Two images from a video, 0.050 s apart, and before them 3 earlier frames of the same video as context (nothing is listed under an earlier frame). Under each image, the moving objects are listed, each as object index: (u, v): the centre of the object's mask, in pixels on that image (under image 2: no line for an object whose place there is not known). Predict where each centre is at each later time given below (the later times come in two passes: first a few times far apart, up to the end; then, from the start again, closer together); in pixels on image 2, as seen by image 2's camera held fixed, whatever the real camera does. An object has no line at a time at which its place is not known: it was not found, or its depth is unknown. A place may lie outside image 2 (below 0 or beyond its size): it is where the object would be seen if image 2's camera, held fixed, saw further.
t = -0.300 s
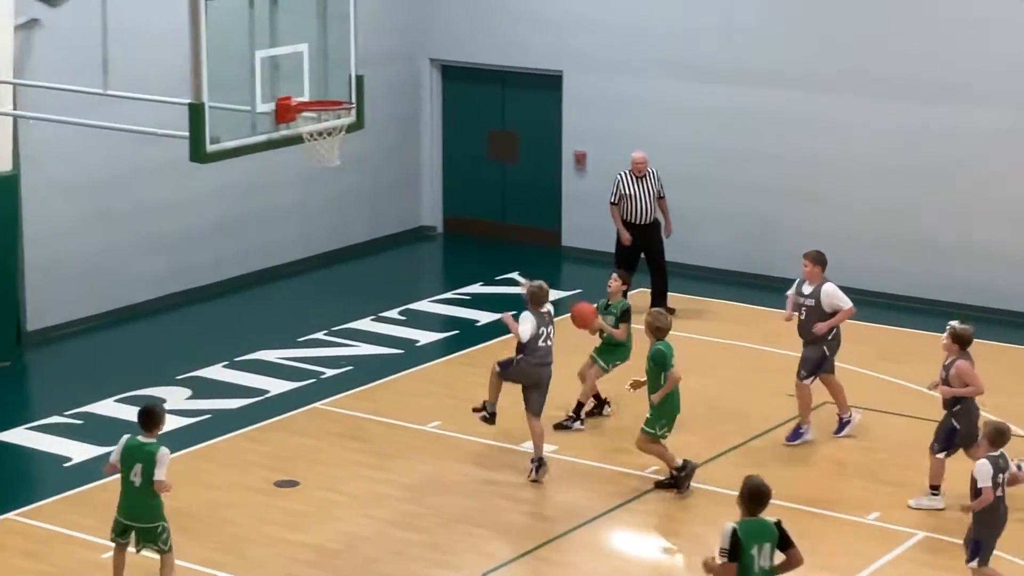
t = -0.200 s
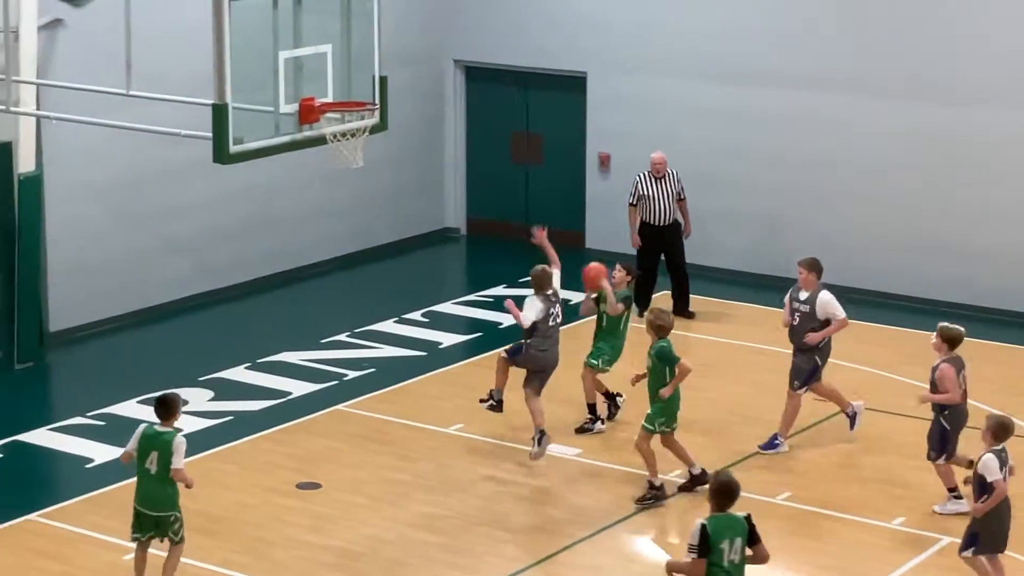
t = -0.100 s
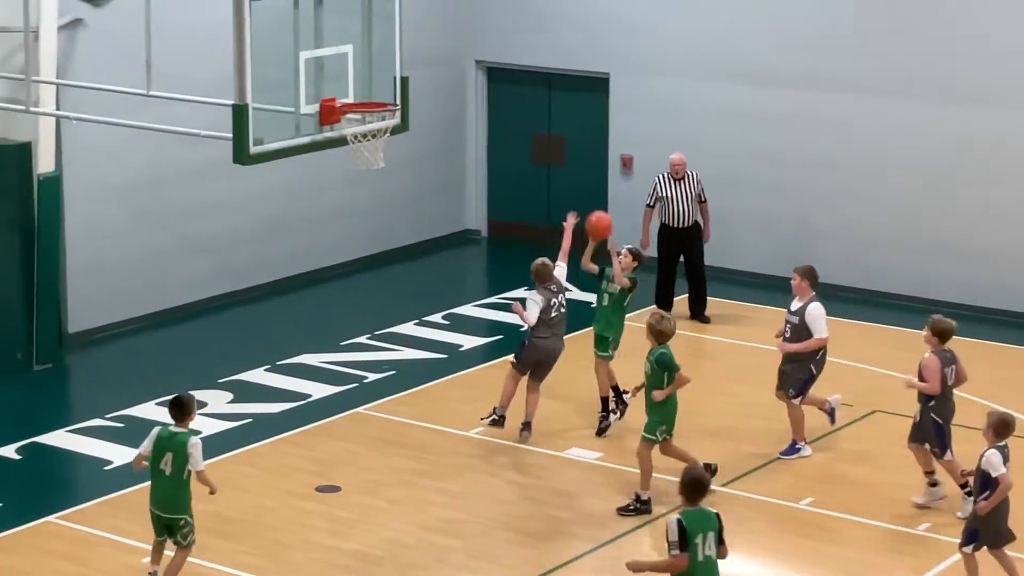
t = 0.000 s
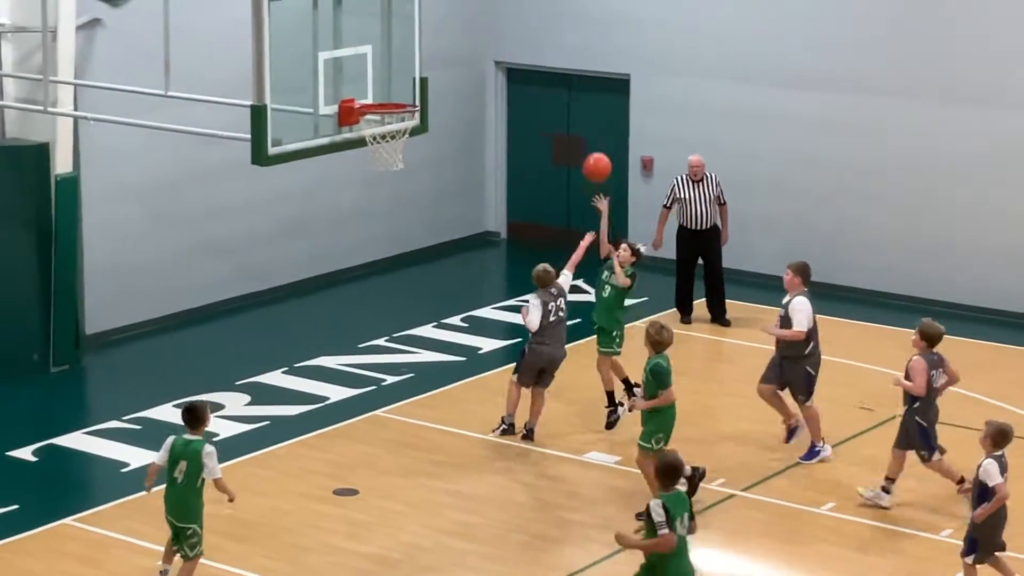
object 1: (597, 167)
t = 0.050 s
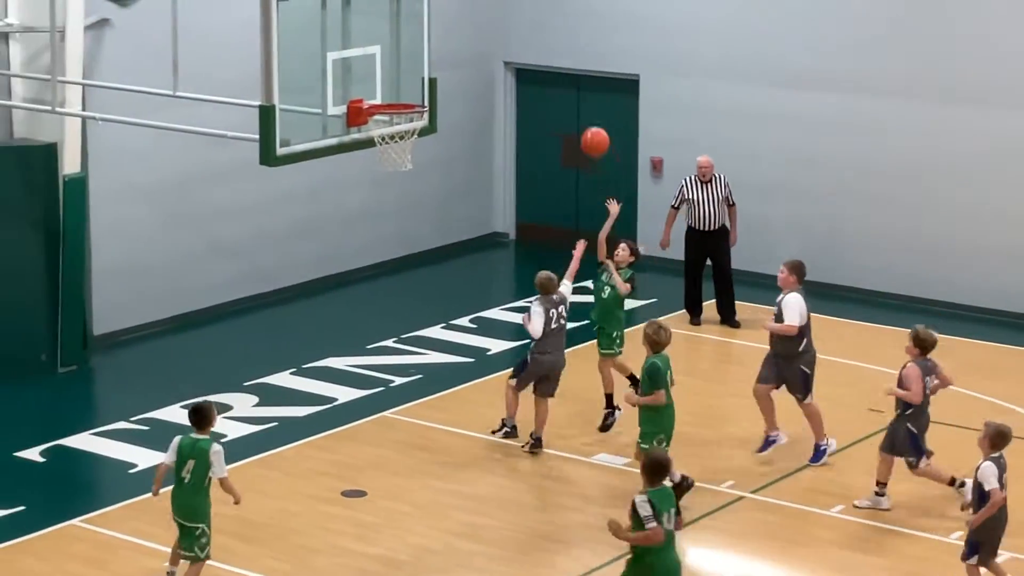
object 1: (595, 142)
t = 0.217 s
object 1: (556, 74)
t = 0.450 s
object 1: (498, 33)
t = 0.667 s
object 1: (443, 57)
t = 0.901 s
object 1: (414, 57)
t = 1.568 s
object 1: (466, 174)
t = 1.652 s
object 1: (475, 224)
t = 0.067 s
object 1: (591, 134)
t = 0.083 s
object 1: (587, 126)
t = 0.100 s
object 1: (583, 118)
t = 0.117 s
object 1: (579, 111)
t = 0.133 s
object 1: (575, 104)
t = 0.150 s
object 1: (571, 97)
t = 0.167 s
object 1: (567, 90)
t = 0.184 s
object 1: (563, 84)
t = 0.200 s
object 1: (560, 79)
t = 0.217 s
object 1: (556, 74)
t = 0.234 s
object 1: (551, 69)
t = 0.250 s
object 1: (547, 64)
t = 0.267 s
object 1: (543, 59)
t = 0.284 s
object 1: (539, 55)
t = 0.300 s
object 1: (535, 52)
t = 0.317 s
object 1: (531, 48)
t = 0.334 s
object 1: (527, 45)
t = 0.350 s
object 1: (523, 42)
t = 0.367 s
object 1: (518, 40)
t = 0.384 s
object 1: (514, 37)
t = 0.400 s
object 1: (511, 36)
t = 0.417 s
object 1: (506, 35)
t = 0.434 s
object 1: (502, 33)
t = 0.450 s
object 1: (498, 33)
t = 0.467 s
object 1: (494, 33)
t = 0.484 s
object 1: (490, 33)
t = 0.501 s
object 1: (485, 33)
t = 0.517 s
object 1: (481, 34)
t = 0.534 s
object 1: (477, 35)
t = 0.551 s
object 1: (472, 37)
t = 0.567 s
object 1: (468, 38)
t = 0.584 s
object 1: (464, 41)
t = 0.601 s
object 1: (460, 43)
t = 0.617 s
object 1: (455, 46)
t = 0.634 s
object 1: (451, 49)
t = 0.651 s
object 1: (447, 53)
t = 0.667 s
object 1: (443, 57)
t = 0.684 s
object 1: (438, 62)
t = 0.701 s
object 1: (434, 67)
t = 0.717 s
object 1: (430, 72)
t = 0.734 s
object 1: (425, 77)
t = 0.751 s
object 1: (421, 83)
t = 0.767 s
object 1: (416, 89)
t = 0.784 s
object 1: (415, 91)
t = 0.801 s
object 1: (414, 86)
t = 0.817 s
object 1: (414, 80)
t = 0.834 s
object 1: (414, 75)
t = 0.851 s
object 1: (414, 70)
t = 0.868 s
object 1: (414, 65)
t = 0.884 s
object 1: (414, 62)
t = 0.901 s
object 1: (414, 57)
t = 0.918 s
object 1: (414, 54)
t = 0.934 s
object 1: (414, 51)
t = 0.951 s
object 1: (414, 49)
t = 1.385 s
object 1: (447, 91)
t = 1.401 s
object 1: (449, 97)
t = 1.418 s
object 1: (451, 103)
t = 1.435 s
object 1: (452, 110)
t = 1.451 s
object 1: (454, 116)
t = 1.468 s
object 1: (456, 124)
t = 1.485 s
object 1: (458, 132)
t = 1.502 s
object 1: (459, 140)
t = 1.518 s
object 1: (461, 148)
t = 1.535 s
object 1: (463, 156)
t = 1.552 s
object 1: (465, 165)
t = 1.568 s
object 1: (466, 174)
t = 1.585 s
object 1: (468, 184)
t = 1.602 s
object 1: (470, 194)
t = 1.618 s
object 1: (472, 204)
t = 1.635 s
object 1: (473, 214)
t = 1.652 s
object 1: (475, 224)
